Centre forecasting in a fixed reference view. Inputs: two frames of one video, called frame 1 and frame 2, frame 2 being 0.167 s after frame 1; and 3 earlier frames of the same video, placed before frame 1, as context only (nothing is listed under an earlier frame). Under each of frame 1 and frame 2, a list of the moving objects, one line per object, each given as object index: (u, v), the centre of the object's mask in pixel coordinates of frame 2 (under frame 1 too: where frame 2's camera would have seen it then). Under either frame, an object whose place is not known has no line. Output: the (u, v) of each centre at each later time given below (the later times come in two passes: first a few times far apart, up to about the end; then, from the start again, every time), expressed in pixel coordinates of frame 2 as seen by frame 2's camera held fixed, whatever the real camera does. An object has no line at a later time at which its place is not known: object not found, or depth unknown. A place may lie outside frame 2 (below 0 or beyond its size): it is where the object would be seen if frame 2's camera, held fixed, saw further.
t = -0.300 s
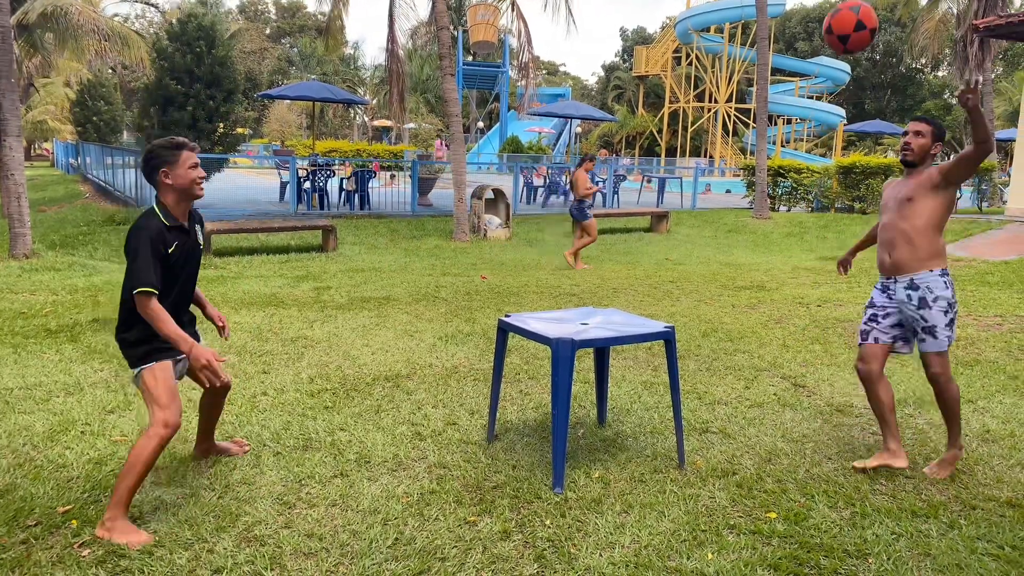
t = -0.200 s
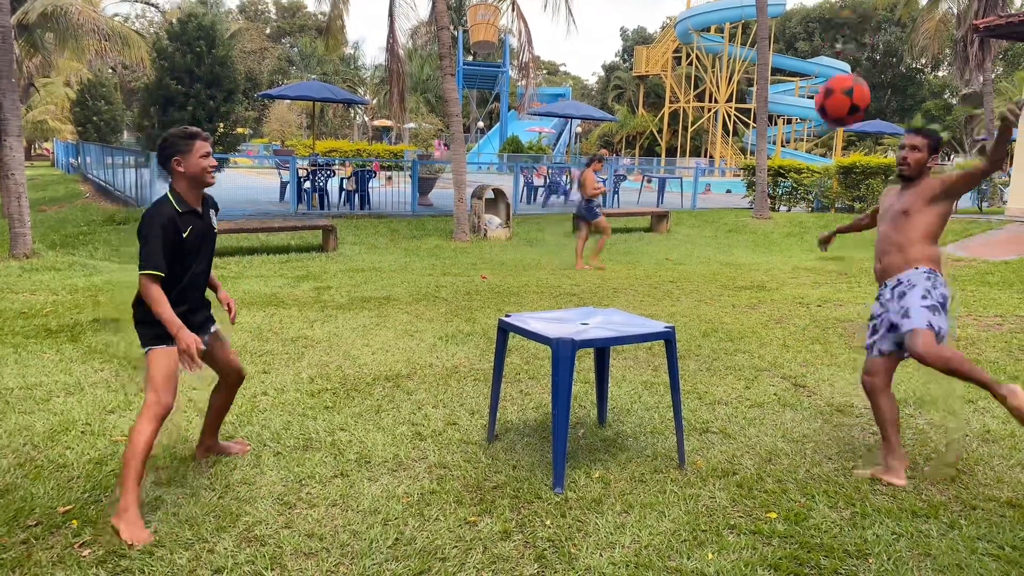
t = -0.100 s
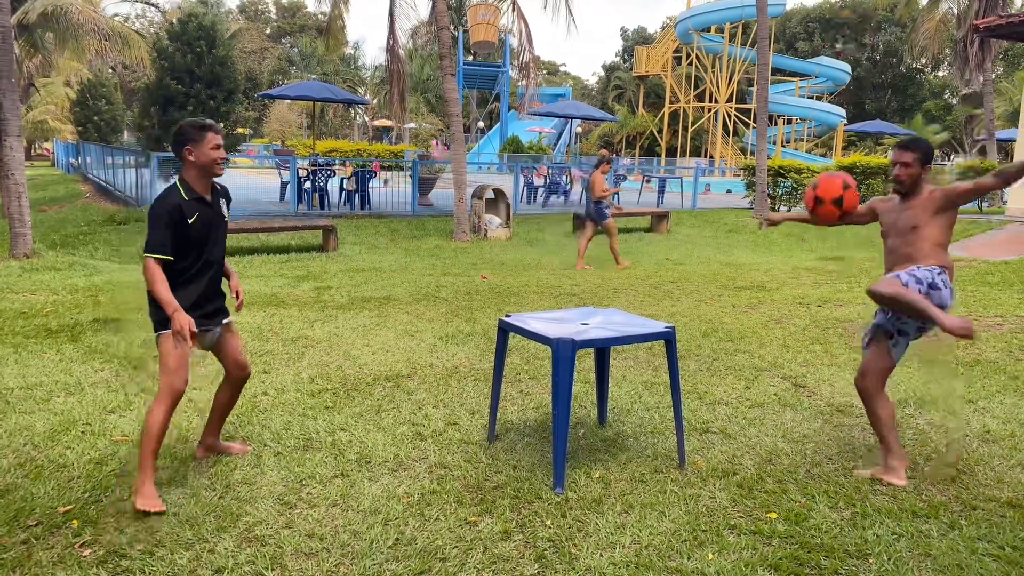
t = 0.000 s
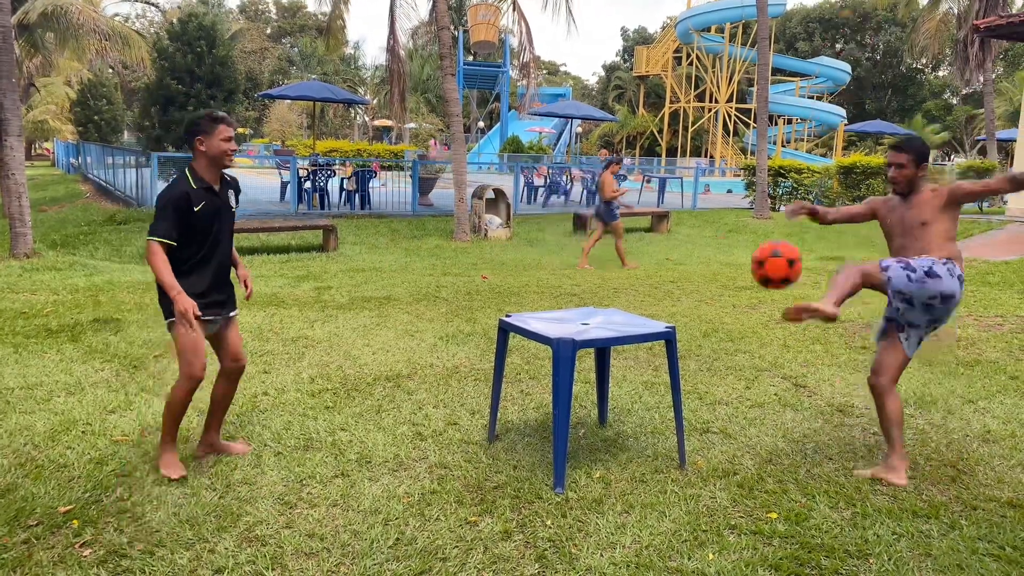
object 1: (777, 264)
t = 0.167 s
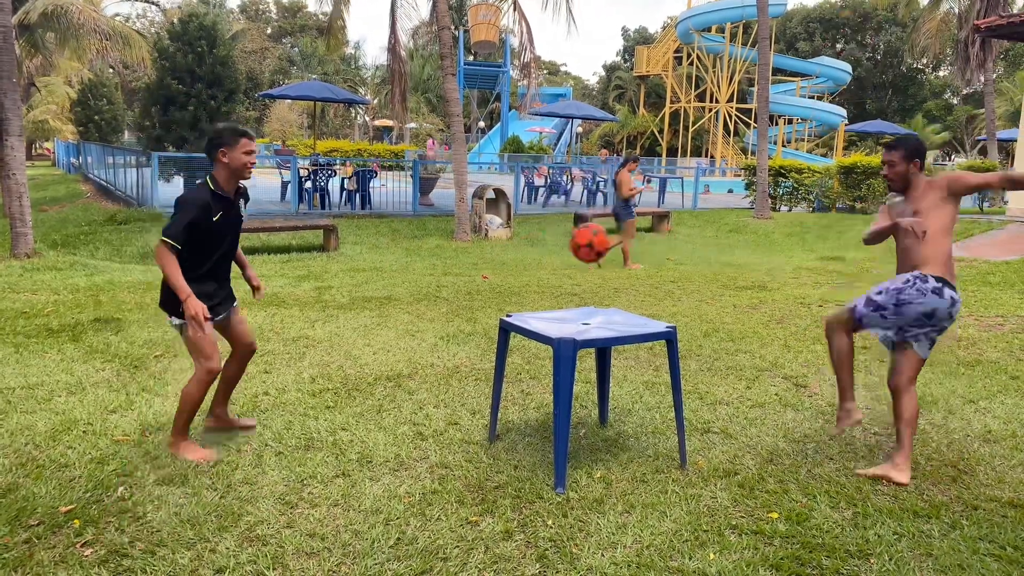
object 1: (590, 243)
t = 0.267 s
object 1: (509, 255)
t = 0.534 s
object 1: (359, 336)
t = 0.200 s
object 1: (561, 245)
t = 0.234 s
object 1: (533, 249)
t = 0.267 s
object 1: (509, 255)
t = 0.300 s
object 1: (485, 262)
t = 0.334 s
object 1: (463, 270)
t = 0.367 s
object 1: (443, 280)
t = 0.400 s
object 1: (424, 289)
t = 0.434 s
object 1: (406, 301)
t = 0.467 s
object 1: (389, 313)
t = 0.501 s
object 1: (373, 325)
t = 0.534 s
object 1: (359, 336)
